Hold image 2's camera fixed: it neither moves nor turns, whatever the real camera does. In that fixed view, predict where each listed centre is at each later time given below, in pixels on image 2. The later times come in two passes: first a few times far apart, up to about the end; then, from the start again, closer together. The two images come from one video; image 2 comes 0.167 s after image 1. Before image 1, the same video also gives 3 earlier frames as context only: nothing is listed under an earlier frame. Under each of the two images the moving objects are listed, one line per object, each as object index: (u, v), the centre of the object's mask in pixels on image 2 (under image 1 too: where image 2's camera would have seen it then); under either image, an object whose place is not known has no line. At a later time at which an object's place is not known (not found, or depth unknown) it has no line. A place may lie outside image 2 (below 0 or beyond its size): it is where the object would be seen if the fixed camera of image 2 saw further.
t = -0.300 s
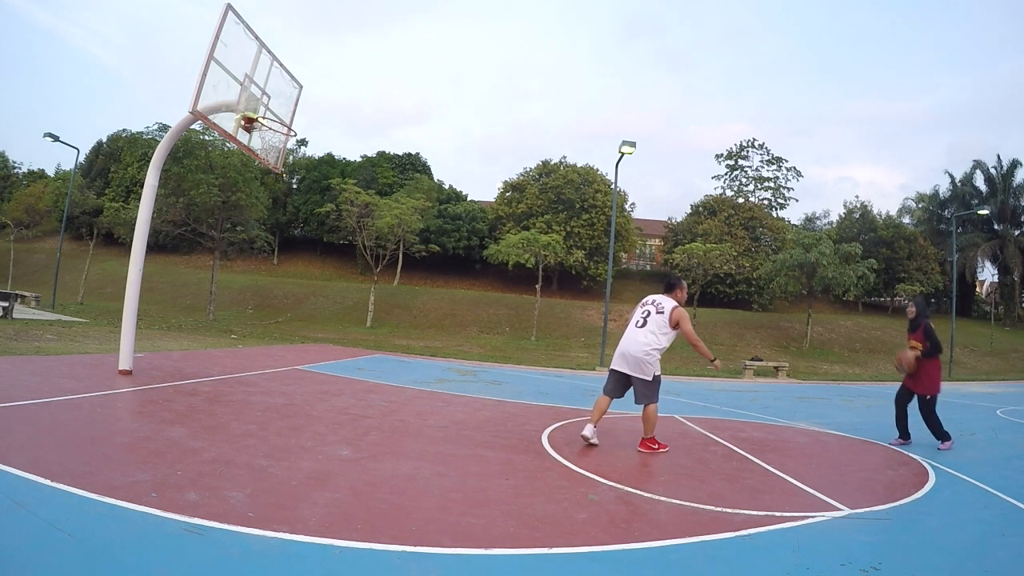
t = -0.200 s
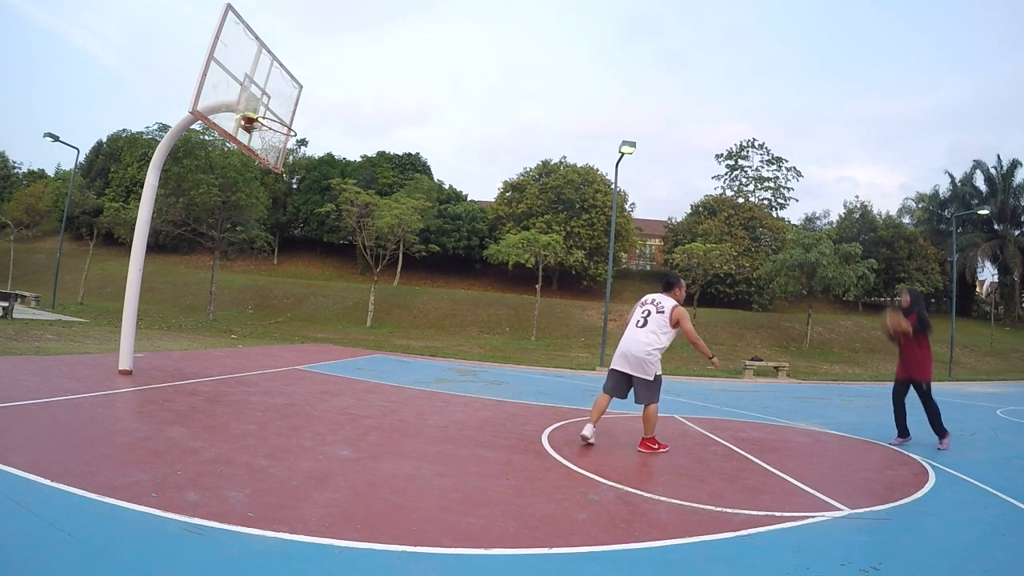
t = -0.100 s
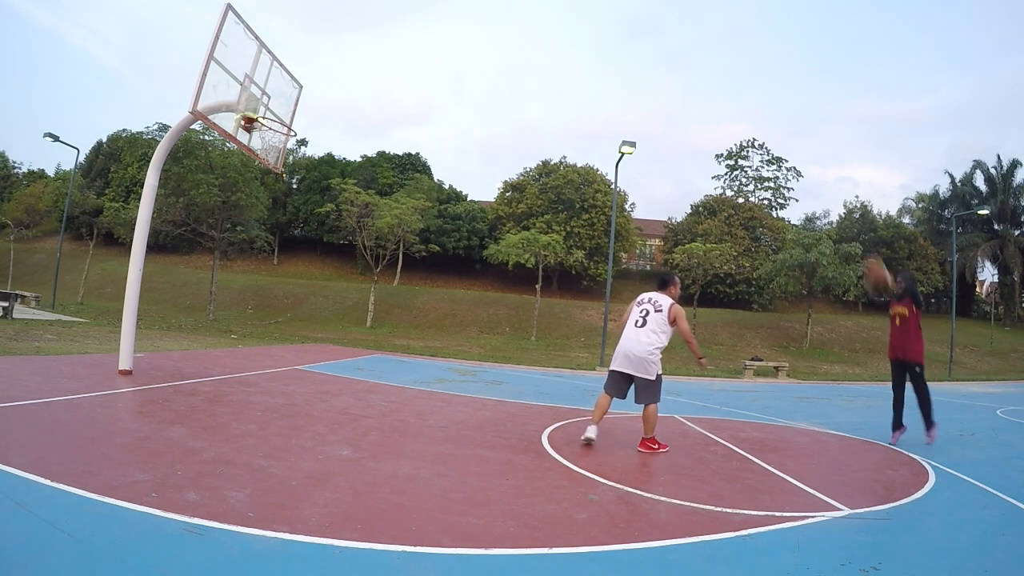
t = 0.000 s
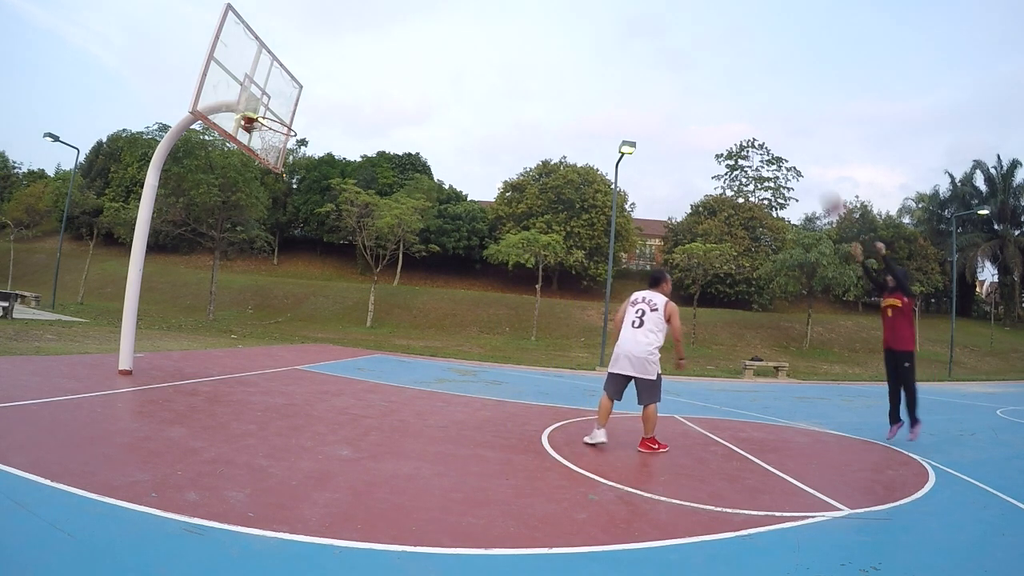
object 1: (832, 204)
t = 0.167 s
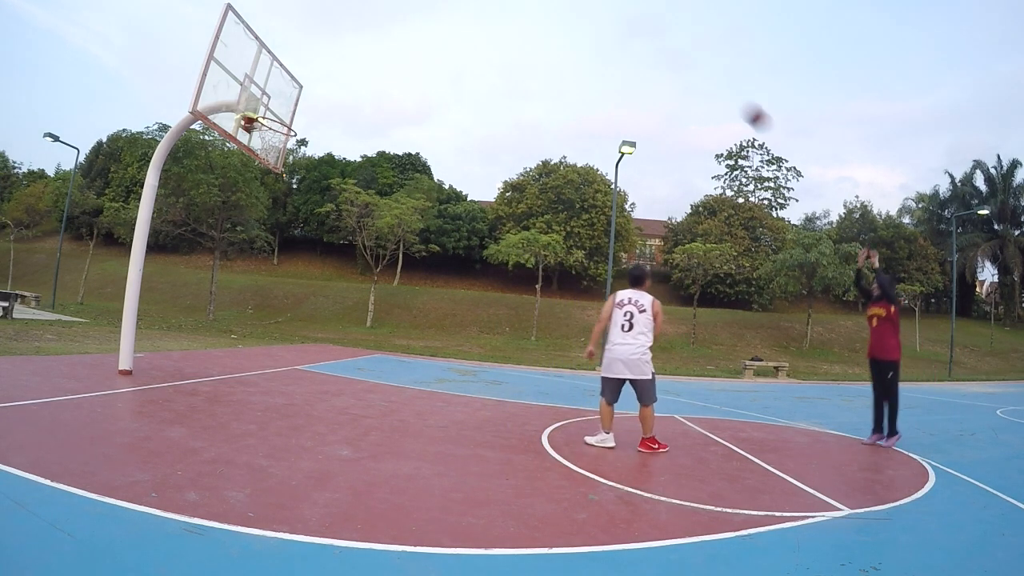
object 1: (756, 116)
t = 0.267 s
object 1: (706, 76)
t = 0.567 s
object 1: (558, 16)
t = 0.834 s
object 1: (428, 29)
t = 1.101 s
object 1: (297, 104)
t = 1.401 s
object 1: (262, 163)
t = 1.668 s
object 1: (285, 250)
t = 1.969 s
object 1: (316, 361)
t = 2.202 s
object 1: (361, 283)
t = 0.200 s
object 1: (739, 102)
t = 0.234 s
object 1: (723, 89)
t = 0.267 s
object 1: (706, 76)
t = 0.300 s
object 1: (690, 65)
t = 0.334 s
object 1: (673, 56)
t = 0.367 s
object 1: (657, 47)
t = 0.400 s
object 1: (640, 39)
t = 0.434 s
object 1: (624, 32)
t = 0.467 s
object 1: (607, 27)
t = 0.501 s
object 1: (591, 22)
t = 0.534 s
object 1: (574, 19)
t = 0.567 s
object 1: (558, 16)
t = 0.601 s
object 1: (542, 14)
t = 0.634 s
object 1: (525, 13)
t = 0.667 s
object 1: (509, 13)
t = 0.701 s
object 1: (493, 15)
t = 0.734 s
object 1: (477, 17)
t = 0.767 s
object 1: (461, 20)
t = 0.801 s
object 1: (445, 24)
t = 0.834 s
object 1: (428, 29)
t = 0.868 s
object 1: (412, 35)
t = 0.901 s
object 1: (395, 42)
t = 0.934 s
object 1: (379, 50)
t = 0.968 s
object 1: (363, 59)
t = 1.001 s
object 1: (346, 68)
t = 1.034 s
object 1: (329, 79)
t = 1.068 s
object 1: (314, 92)
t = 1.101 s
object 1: (297, 104)
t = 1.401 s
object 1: (262, 163)
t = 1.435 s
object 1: (264, 171)
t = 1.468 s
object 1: (268, 179)
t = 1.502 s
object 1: (272, 187)
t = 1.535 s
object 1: (274, 199)
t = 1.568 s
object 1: (276, 210)
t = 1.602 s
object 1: (280, 223)
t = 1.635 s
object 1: (282, 237)
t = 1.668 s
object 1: (285, 250)
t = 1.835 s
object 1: (296, 341)
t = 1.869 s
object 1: (299, 361)
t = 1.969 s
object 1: (316, 361)
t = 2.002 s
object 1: (323, 347)
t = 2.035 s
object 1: (329, 333)
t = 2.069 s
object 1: (335, 321)
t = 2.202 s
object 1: (361, 283)
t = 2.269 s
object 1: (372, 271)
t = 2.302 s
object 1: (378, 266)
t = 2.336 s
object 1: (384, 262)
